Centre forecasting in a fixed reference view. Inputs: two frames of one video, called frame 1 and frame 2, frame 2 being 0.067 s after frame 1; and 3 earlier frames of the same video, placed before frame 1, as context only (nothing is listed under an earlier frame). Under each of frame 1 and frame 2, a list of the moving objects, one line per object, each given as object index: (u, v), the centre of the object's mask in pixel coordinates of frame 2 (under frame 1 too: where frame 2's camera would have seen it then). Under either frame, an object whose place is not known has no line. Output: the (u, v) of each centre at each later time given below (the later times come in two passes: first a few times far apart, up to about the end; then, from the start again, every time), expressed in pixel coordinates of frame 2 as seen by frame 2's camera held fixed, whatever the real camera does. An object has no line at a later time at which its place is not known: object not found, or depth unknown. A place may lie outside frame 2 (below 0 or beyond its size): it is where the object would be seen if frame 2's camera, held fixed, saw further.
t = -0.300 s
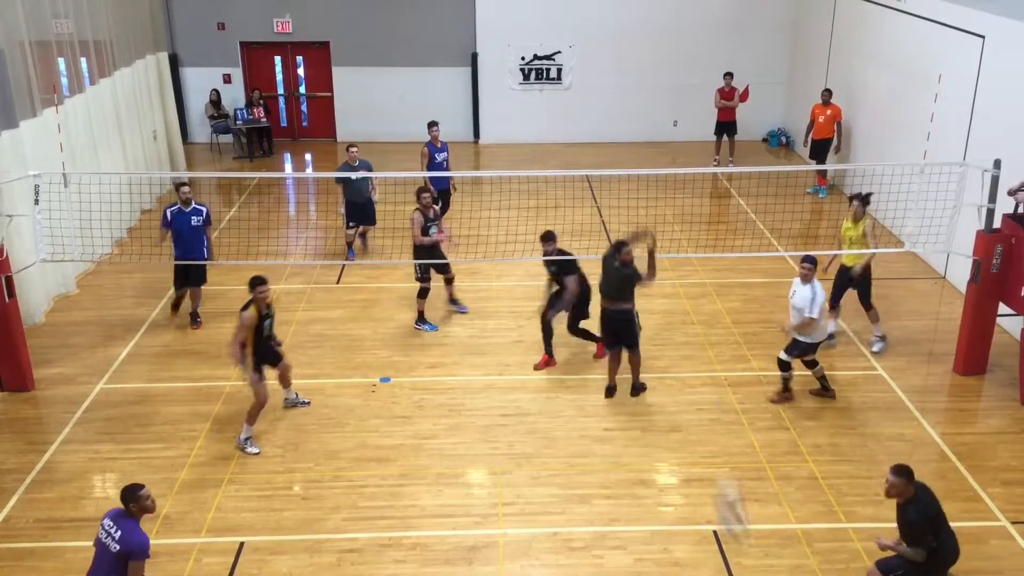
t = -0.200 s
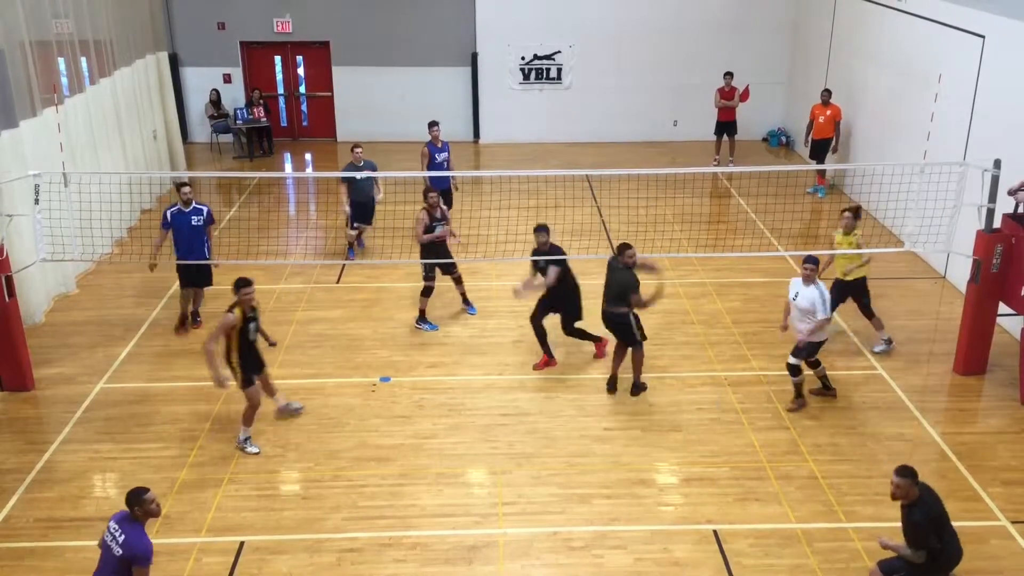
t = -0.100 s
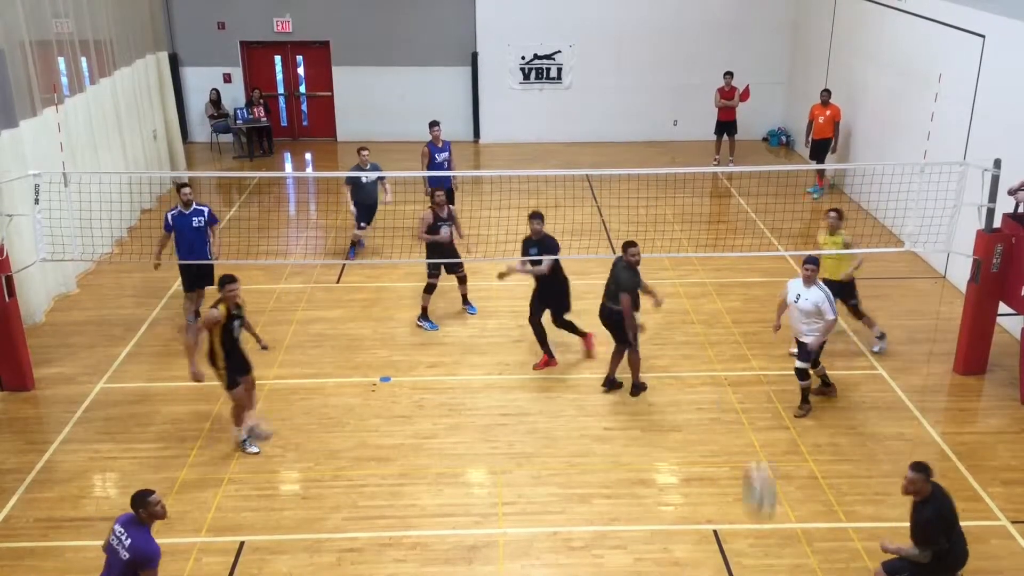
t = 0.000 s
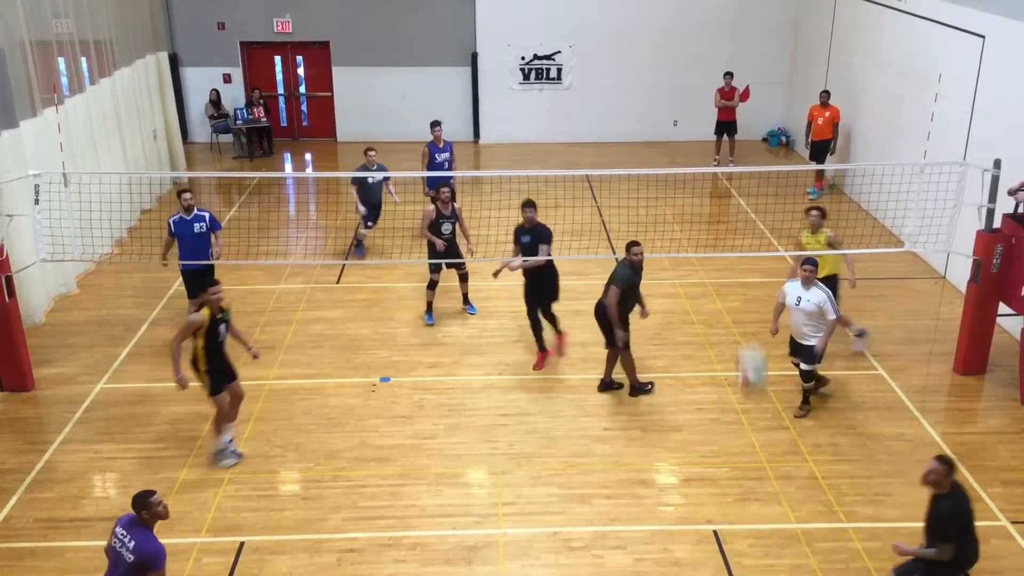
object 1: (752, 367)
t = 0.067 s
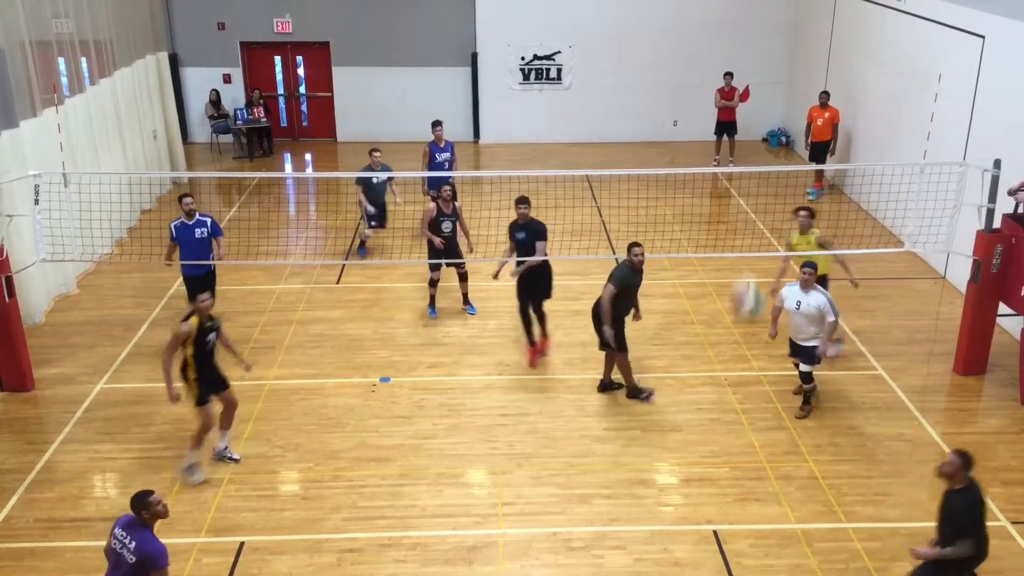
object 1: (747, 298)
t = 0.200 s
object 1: (735, 176)
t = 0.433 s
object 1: (706, 43)
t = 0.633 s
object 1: (681, 9)
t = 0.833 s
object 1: (654, 19)
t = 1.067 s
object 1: (624, 90)
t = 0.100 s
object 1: (743, 263)
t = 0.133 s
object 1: (740, 232)
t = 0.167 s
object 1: (736, 203)
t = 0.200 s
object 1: (735, 176)
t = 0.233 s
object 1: (732, 153)
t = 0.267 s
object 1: (728, 130)
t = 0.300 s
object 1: (720, 108)
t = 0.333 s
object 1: (718, 90)
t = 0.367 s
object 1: (714, 71)
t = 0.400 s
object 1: (711, 58)
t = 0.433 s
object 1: (706, 43)
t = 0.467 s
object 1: (703, 34)
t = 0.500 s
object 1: (698, 24)
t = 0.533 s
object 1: (693, 17)
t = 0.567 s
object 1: (689, 13)
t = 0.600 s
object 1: (686, 10)
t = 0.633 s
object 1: (681, 9)
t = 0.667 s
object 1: (676, 8)
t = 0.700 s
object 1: (672, 8)
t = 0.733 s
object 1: (667, 9)
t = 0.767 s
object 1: (663, 11)
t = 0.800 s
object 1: (660, 12)
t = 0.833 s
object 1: (654, 19)
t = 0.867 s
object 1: (650, 25)
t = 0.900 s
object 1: (645, 34)
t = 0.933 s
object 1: (641, 43)
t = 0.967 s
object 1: (637, 53)
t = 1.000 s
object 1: (634, 64)
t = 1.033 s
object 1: (629, 77)
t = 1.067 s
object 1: (624, 90)
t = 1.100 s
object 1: (620, 104)
